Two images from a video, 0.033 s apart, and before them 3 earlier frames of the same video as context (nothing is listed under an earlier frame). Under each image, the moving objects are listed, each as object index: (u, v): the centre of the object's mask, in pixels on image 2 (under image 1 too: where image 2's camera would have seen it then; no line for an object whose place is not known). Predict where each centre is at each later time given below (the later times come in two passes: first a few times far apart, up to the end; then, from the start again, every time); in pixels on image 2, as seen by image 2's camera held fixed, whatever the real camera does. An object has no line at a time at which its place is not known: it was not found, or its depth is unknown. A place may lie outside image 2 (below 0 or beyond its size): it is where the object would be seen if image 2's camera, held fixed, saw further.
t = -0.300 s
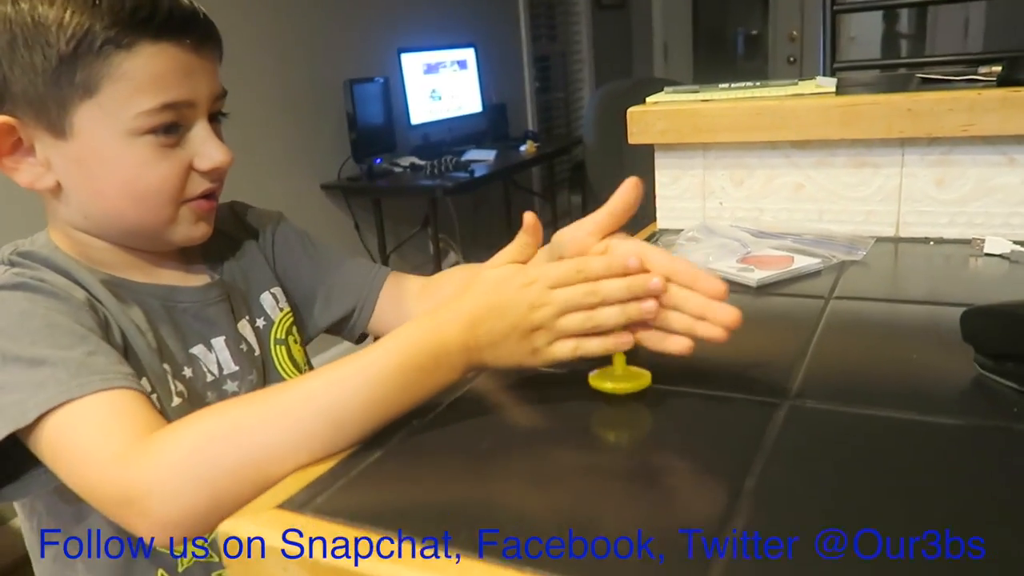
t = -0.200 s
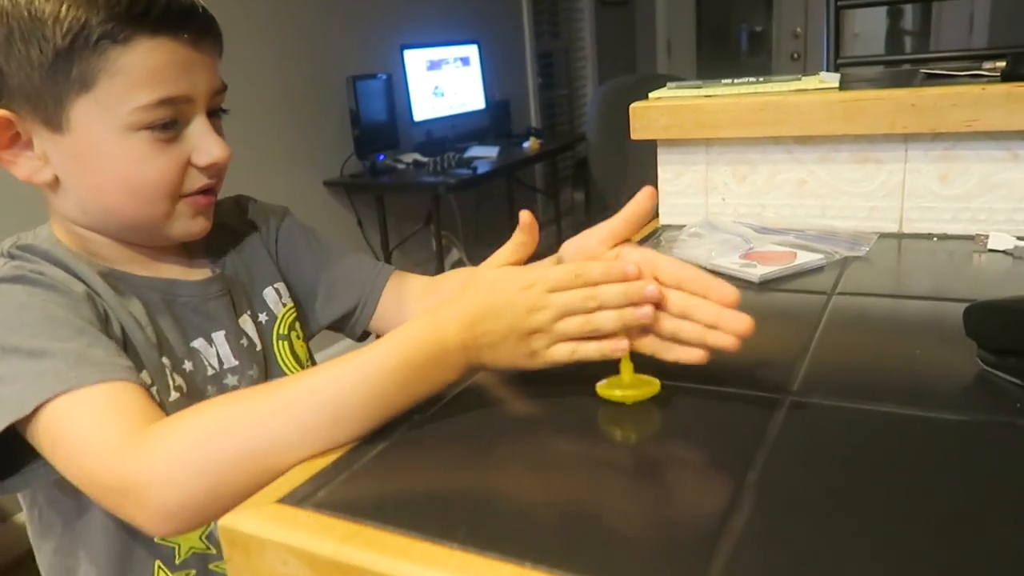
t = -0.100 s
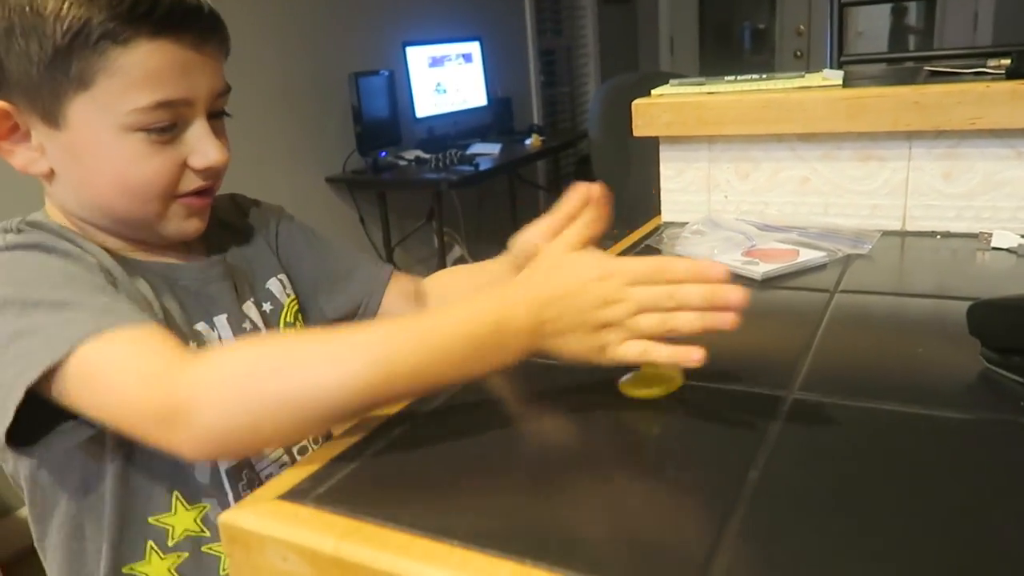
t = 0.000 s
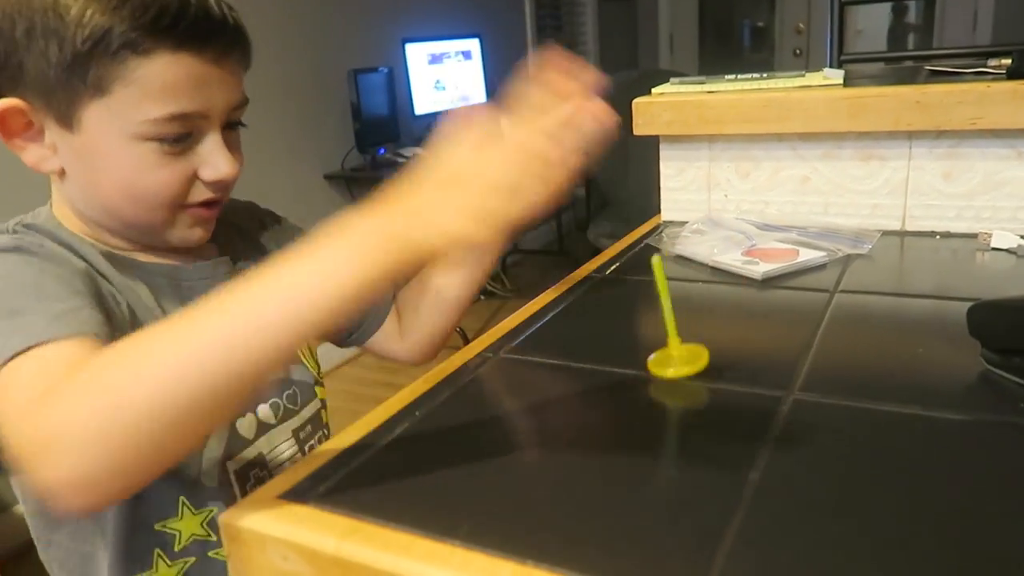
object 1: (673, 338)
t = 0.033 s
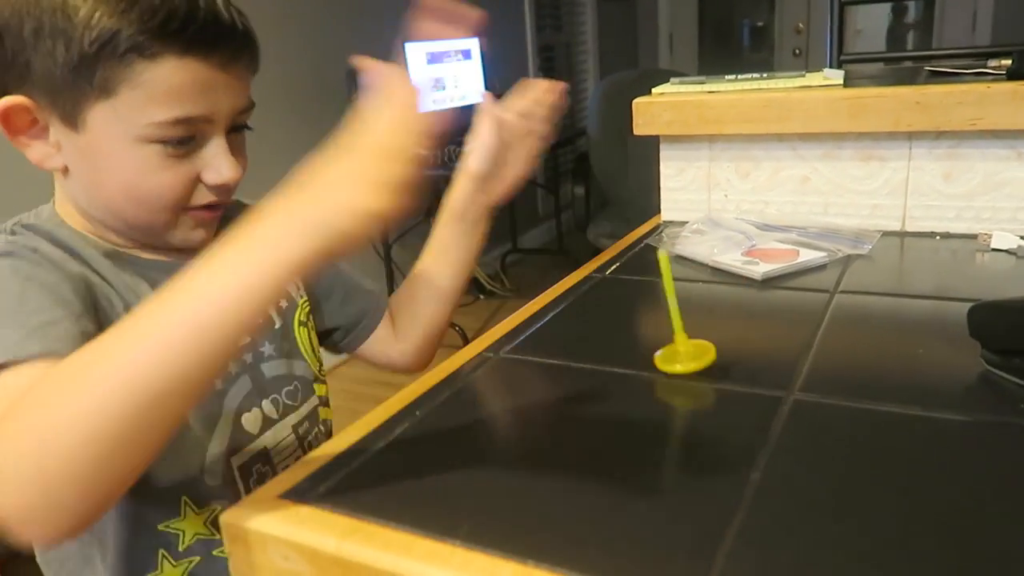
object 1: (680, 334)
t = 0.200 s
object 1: (702, 333)
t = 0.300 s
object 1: (702, 328)
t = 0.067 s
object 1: (685, 334)
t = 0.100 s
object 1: (691, 335)
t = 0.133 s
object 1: (695, 334)
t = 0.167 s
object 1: (700, 334)
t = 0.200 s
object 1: (702, 333)
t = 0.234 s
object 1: (703, 331)
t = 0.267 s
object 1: (704, 329)
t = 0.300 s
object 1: (702, 328)
